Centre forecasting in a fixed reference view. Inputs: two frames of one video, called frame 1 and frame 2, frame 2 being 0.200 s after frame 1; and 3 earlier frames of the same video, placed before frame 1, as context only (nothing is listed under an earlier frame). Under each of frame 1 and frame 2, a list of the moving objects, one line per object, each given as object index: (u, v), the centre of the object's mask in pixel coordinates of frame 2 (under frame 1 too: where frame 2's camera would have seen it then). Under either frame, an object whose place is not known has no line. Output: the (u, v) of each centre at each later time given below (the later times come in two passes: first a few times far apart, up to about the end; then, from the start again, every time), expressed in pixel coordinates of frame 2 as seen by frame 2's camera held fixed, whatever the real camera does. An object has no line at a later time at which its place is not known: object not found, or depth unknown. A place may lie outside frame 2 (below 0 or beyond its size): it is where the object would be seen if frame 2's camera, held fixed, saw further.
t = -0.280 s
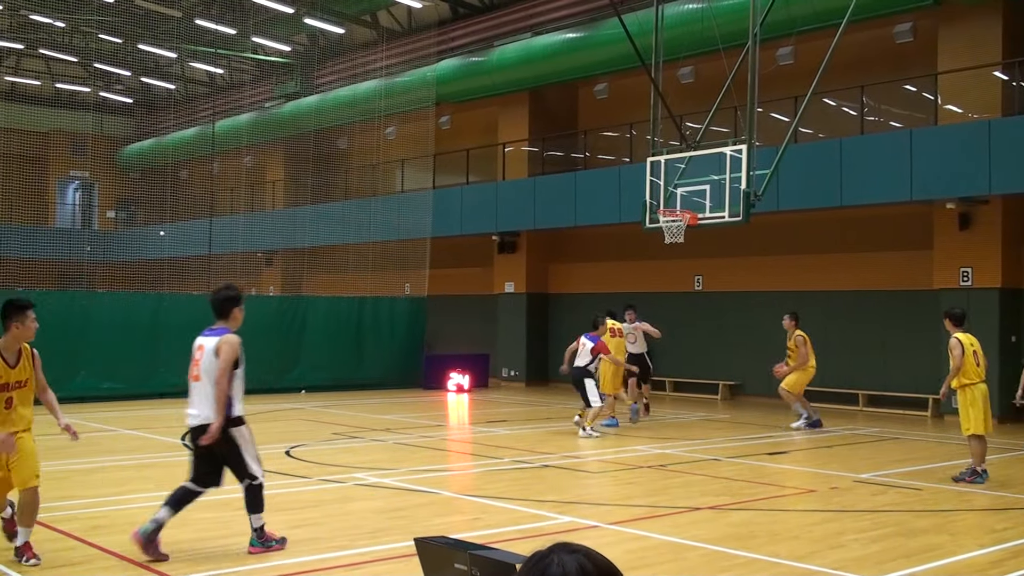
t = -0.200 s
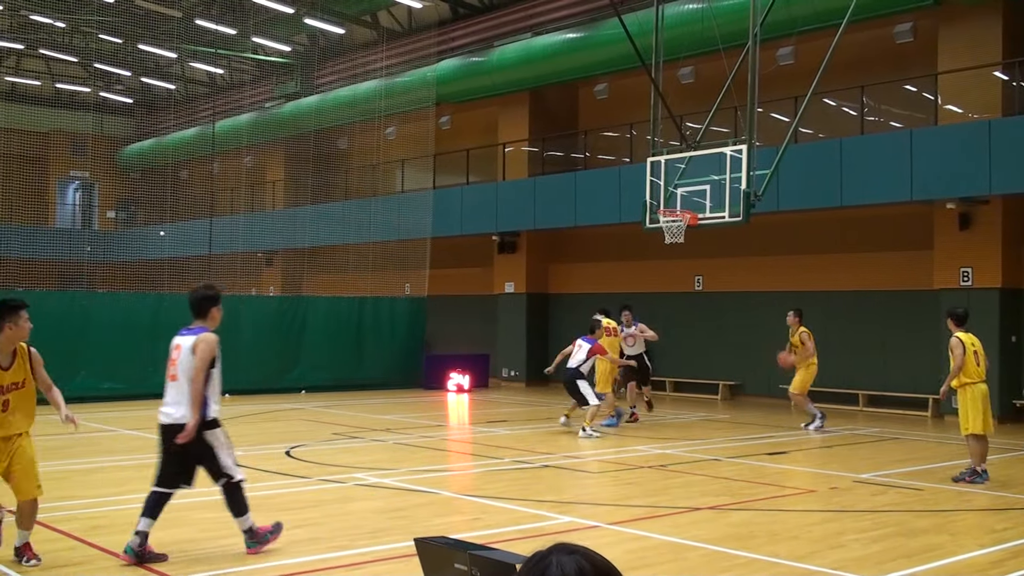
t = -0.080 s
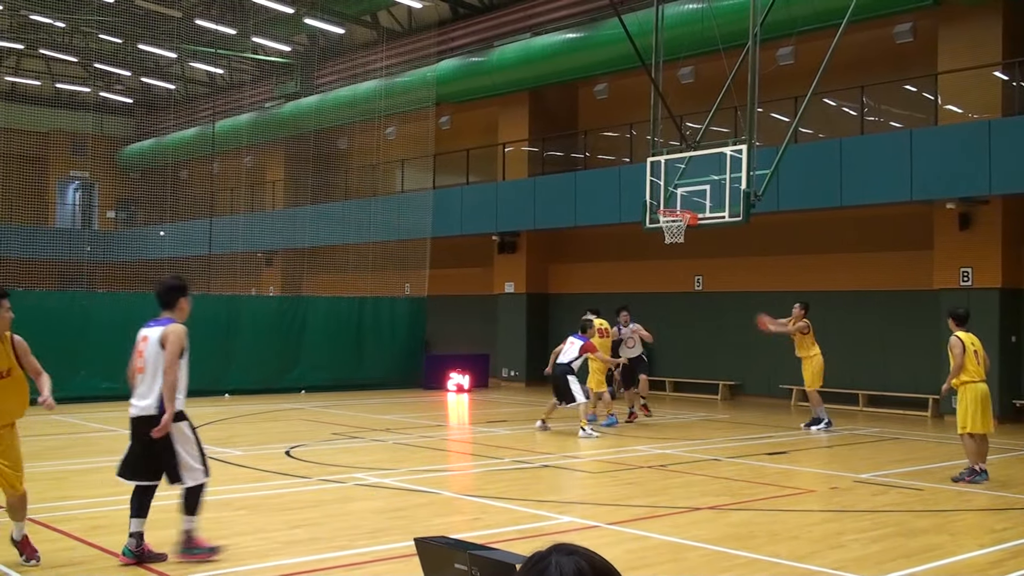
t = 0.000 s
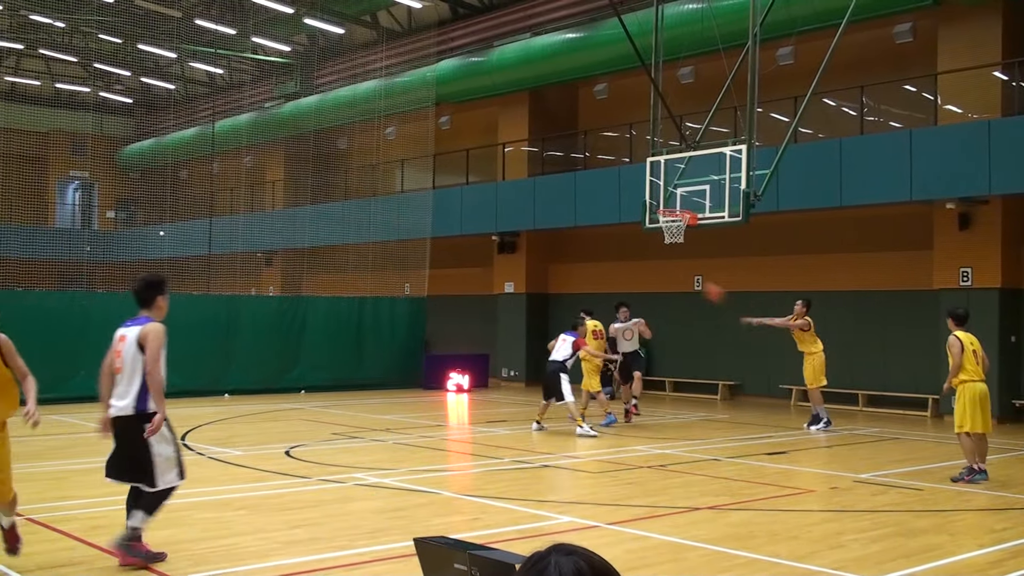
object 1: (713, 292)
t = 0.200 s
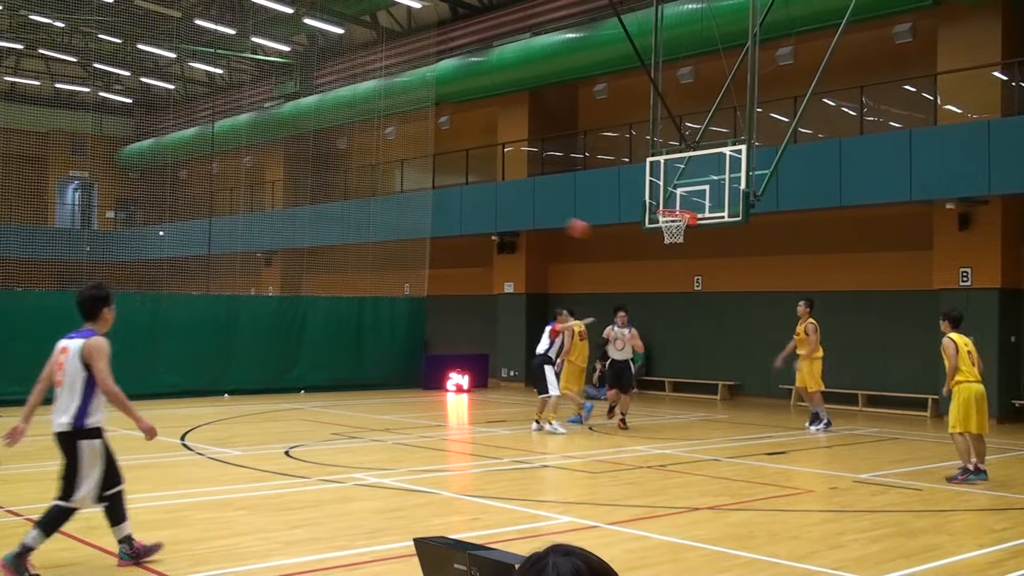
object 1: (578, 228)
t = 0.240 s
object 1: (550, 217)
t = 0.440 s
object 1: (410, 180)
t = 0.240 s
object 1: (550, 217)
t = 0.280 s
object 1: (522, 208)
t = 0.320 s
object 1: (494, 199)
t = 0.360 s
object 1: (466, 192)
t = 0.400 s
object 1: (437, 185)
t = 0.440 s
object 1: (410, 180)
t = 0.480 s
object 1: (380, 175)
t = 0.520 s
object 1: (351, 173)
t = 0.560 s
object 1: (322, 171)
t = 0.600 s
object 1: (293, 170)
